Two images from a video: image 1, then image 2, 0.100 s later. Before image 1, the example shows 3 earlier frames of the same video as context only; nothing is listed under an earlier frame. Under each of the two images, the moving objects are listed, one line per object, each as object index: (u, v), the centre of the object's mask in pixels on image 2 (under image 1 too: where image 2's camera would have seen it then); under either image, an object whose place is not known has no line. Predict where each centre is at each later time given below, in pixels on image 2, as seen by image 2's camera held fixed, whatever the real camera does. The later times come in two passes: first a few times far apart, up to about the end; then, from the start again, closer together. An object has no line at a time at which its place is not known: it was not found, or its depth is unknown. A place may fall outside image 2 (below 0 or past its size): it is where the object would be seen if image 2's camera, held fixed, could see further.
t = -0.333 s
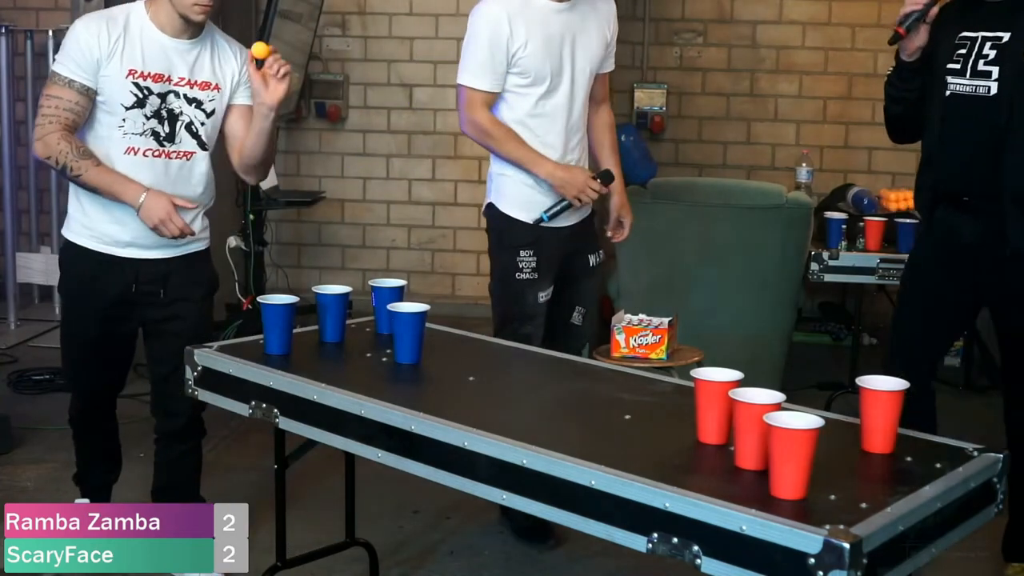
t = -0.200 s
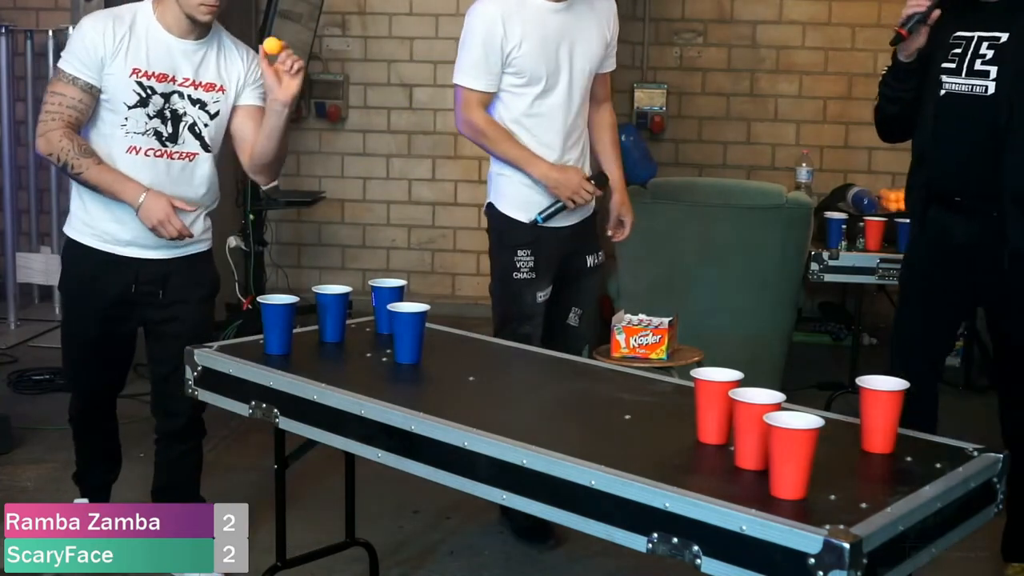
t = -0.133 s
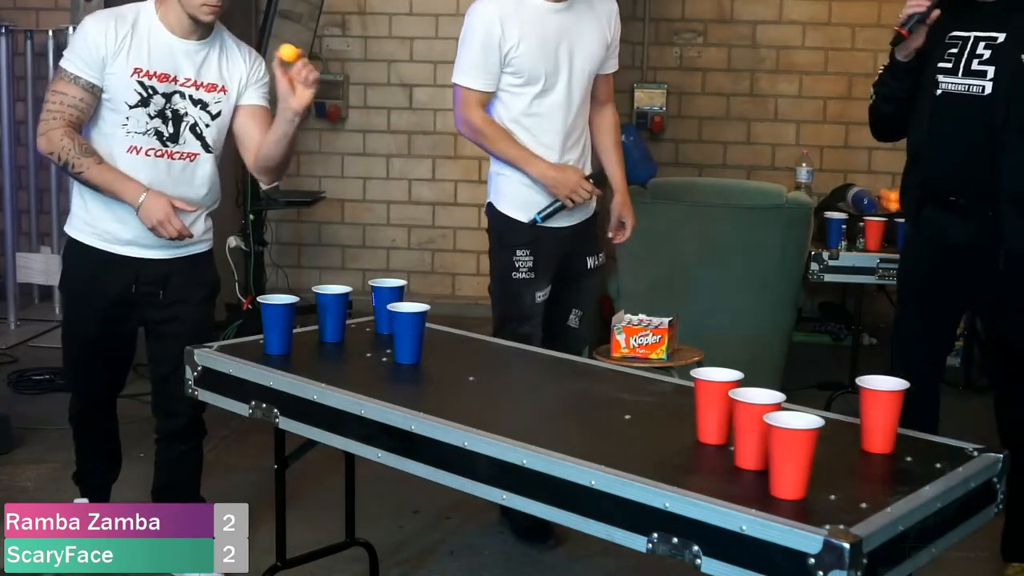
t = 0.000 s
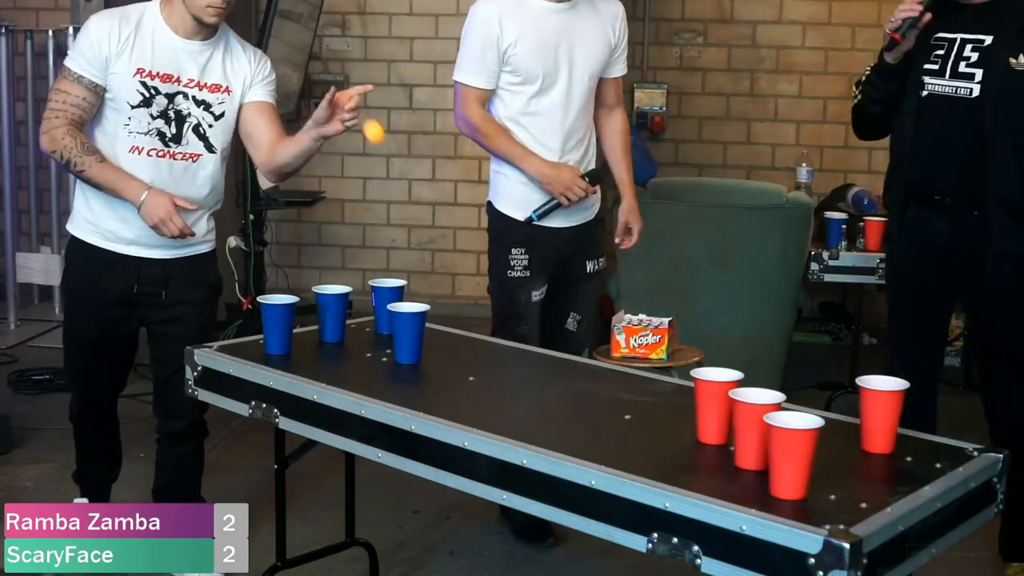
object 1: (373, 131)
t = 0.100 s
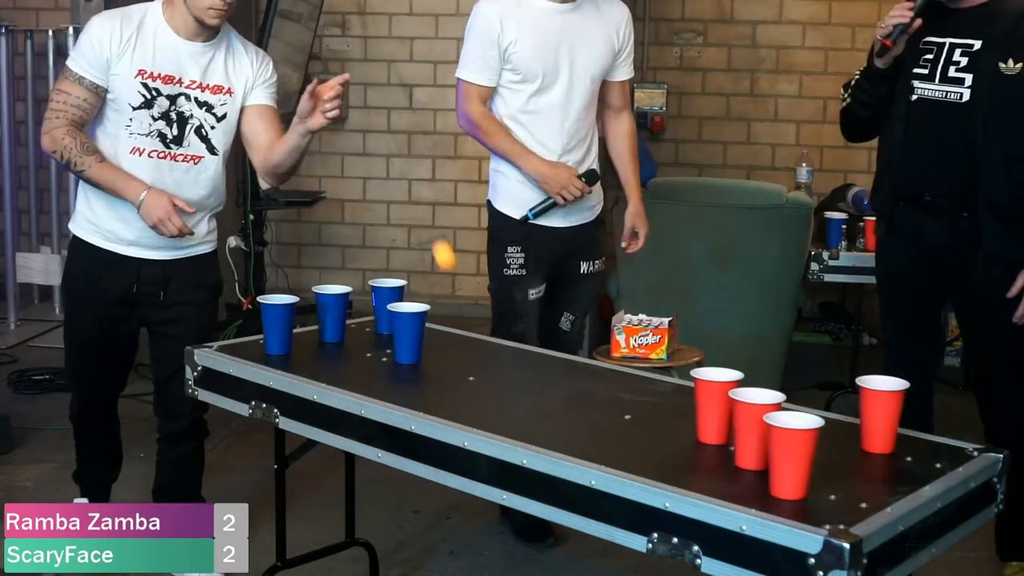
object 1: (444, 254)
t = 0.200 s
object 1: (510, 360)
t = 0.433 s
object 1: (608, 220)
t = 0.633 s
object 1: (691, 334)
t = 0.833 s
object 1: (785, 379)
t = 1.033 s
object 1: (901, 441)
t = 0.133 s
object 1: (469, 309)
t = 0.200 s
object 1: (510, 360)
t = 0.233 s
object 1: (523, 325)
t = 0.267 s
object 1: (536, 293)
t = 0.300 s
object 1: (551, 268)
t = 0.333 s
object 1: (565, 248)
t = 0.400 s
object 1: (593, 223)
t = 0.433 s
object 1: (608, 220)
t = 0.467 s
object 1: (621, 223)
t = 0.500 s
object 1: (635, 231)
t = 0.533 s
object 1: (651, 247)
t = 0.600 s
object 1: (677, 299)
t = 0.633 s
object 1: (691, 334)
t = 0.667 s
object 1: (704, 377)
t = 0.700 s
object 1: (715, 428)
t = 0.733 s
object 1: (729, 446)
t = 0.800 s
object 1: (767, 396)
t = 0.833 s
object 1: (785, 379)
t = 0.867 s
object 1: (803, 369)
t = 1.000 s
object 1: (876, 400)
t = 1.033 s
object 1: (901, 441)
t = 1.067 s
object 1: (918, 479)
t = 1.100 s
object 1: (933, 528)
